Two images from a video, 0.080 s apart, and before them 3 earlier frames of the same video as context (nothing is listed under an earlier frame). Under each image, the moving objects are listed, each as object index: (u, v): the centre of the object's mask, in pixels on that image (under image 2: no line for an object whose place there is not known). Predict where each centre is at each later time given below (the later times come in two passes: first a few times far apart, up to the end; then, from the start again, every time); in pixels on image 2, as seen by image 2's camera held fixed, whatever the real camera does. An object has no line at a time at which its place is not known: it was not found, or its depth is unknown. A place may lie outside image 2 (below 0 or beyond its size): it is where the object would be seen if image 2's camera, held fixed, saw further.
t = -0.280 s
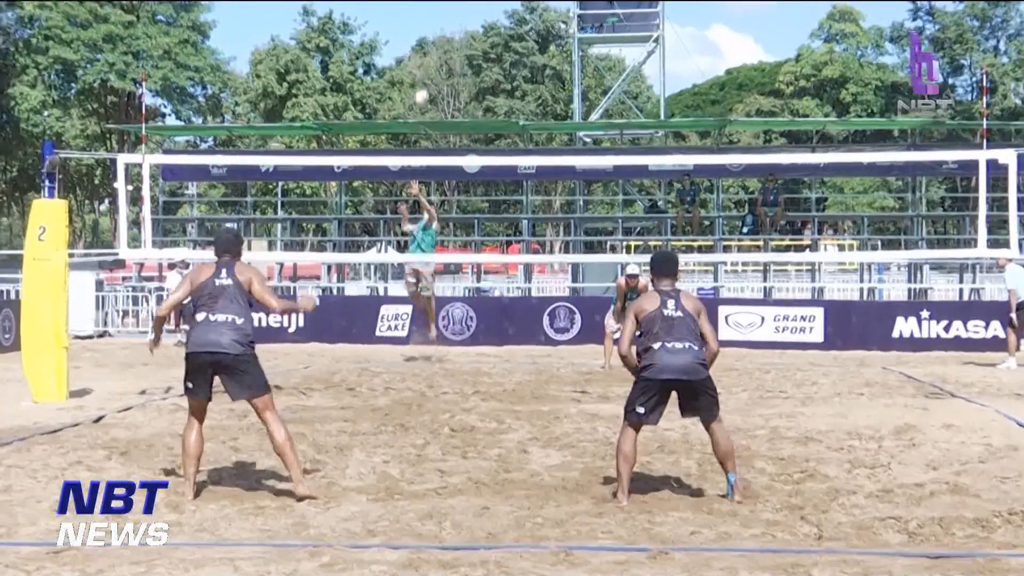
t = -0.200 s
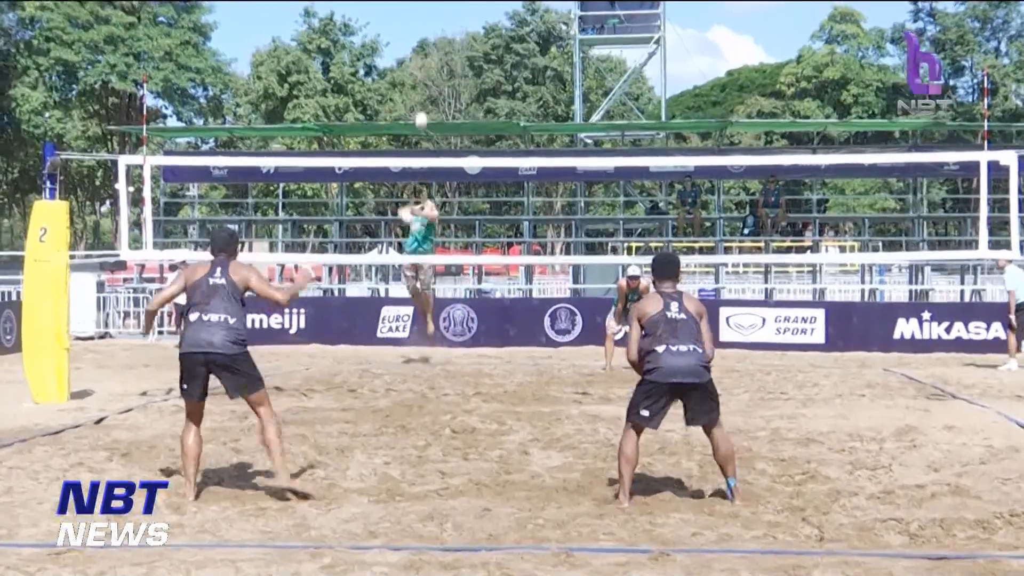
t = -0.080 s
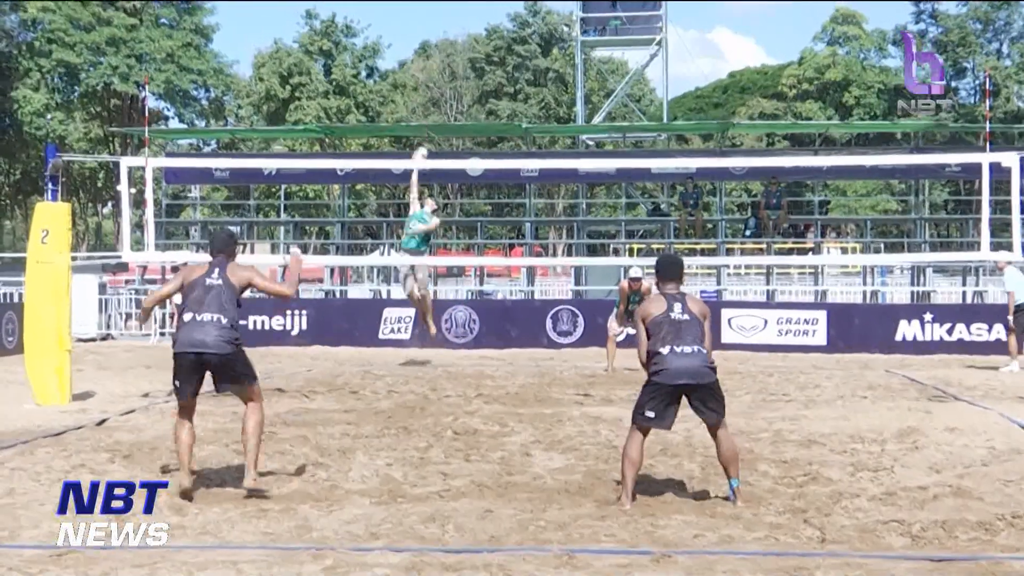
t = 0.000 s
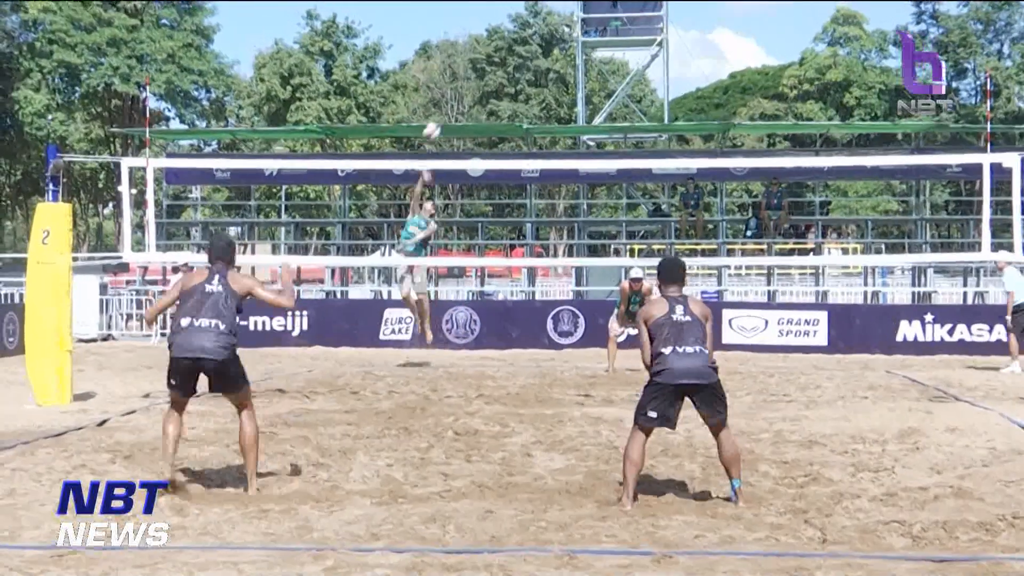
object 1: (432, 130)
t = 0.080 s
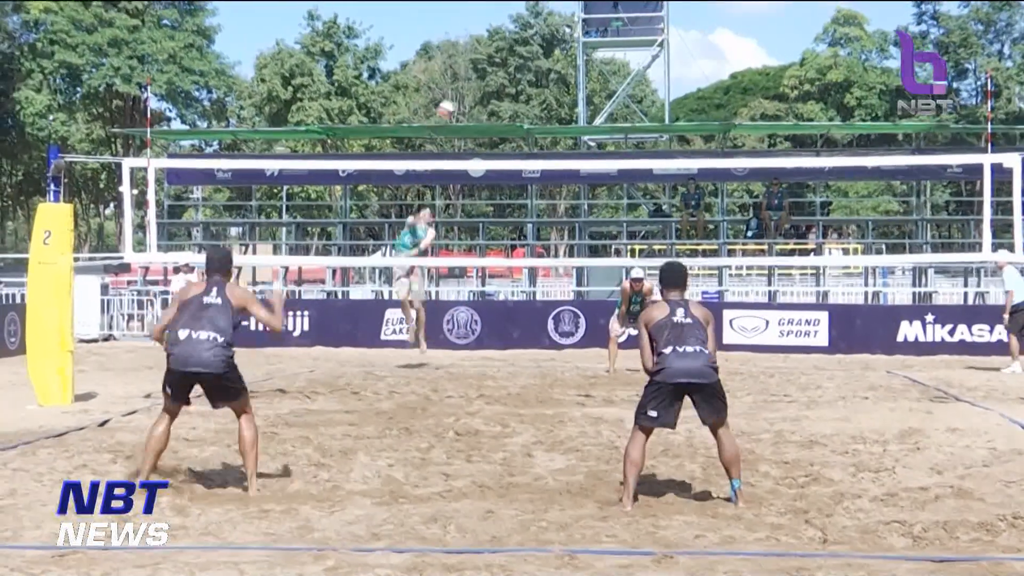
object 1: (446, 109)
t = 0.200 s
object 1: (468, 84)
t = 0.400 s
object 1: (516, 76)
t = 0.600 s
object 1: (584, 122)
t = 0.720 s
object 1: (641, 195)
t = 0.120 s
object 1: (453, 100)
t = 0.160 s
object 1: (460, 93)
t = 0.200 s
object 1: (468, 84)
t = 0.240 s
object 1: (476, 80)
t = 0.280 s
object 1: (485, 76)
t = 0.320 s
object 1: (495, 74)
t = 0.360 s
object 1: (506, 75)
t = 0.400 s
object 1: (516, 76)
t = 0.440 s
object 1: (528, 80)
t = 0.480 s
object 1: (540, 85)
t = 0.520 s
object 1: (554, 95)
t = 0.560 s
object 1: (567, 107)
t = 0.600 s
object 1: (584, 122)
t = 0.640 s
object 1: (602, 143)
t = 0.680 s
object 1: (621, 167)
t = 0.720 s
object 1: (641, 195)
